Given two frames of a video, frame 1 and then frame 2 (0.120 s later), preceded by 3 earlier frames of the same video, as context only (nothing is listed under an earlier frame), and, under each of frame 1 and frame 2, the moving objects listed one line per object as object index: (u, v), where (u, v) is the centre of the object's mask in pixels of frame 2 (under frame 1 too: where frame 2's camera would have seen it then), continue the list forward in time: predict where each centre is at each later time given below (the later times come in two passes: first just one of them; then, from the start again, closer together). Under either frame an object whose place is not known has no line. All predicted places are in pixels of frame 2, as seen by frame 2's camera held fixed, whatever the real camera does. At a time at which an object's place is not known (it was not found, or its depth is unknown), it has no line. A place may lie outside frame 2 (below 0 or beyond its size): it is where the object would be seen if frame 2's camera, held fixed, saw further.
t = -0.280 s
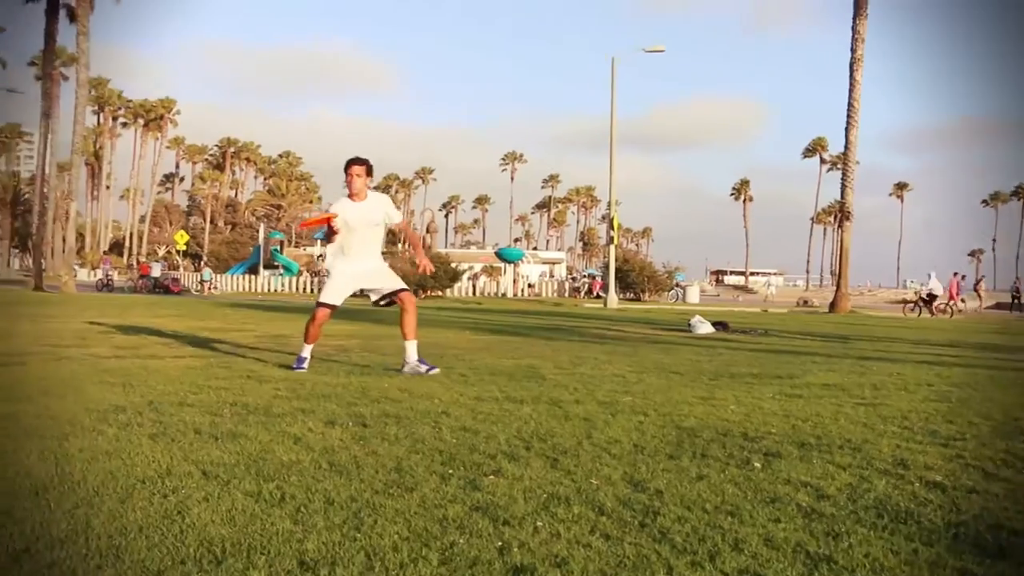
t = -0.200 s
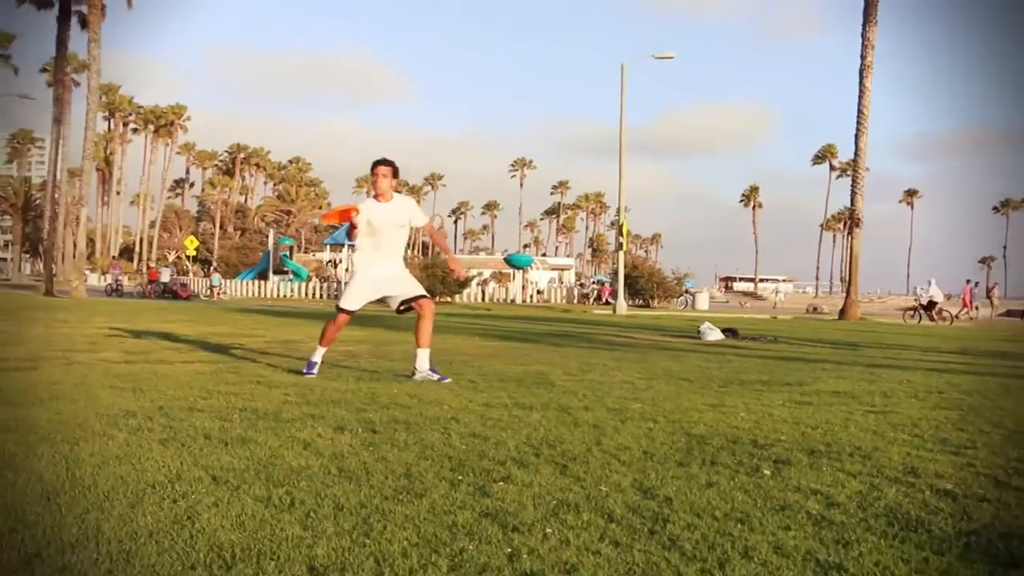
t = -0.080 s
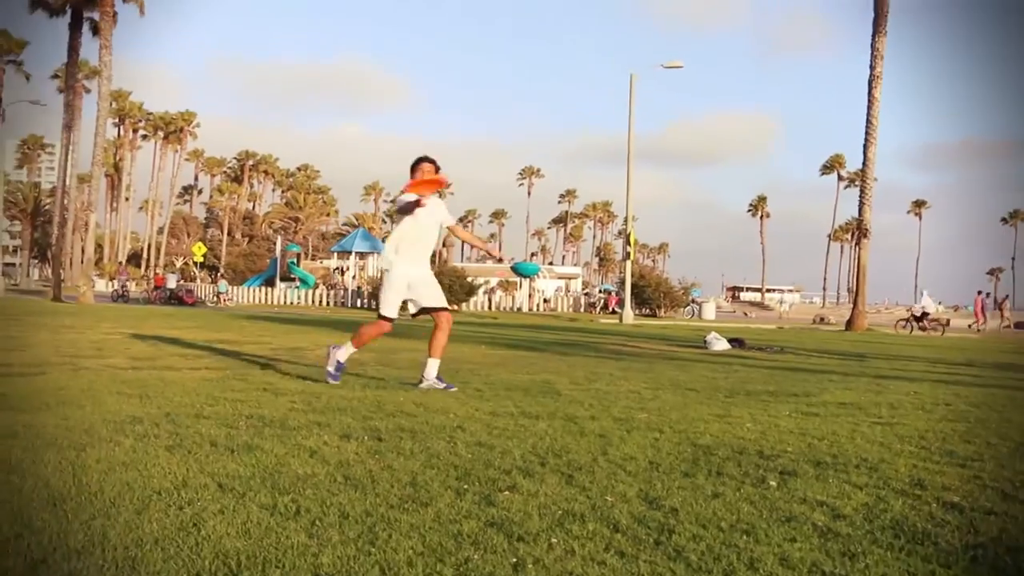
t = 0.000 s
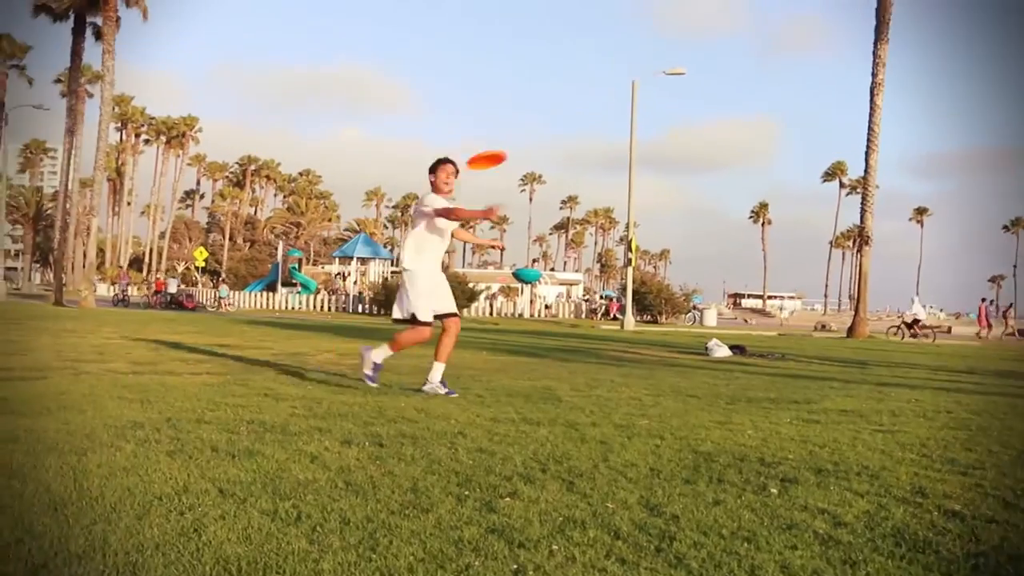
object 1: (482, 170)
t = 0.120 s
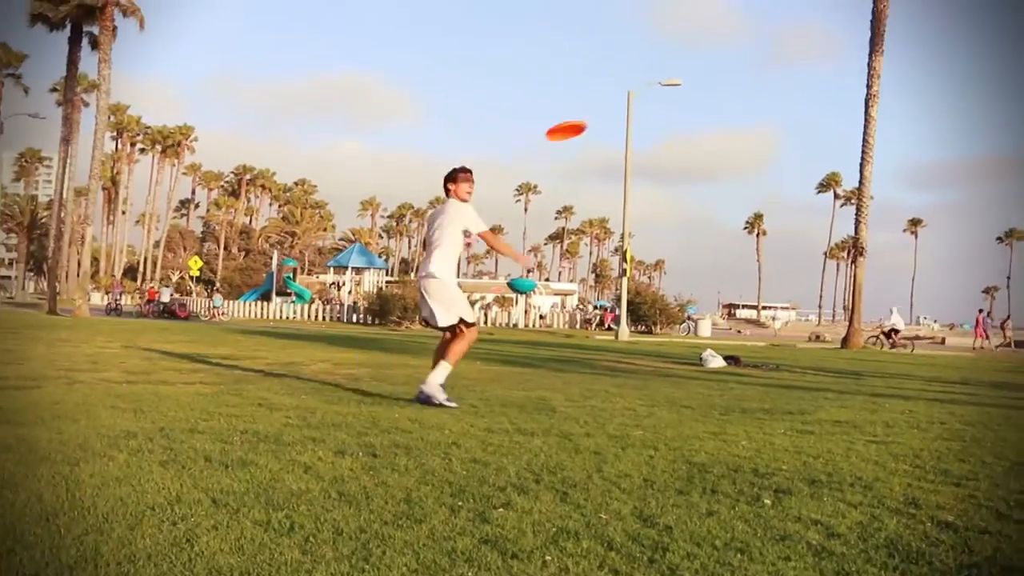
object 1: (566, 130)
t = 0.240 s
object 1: (644, 99)
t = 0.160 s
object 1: (593, 120)
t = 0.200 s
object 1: (619, 109)
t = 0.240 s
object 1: (644, 99)
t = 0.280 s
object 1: (671, 90)
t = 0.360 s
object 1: (720, 72)
